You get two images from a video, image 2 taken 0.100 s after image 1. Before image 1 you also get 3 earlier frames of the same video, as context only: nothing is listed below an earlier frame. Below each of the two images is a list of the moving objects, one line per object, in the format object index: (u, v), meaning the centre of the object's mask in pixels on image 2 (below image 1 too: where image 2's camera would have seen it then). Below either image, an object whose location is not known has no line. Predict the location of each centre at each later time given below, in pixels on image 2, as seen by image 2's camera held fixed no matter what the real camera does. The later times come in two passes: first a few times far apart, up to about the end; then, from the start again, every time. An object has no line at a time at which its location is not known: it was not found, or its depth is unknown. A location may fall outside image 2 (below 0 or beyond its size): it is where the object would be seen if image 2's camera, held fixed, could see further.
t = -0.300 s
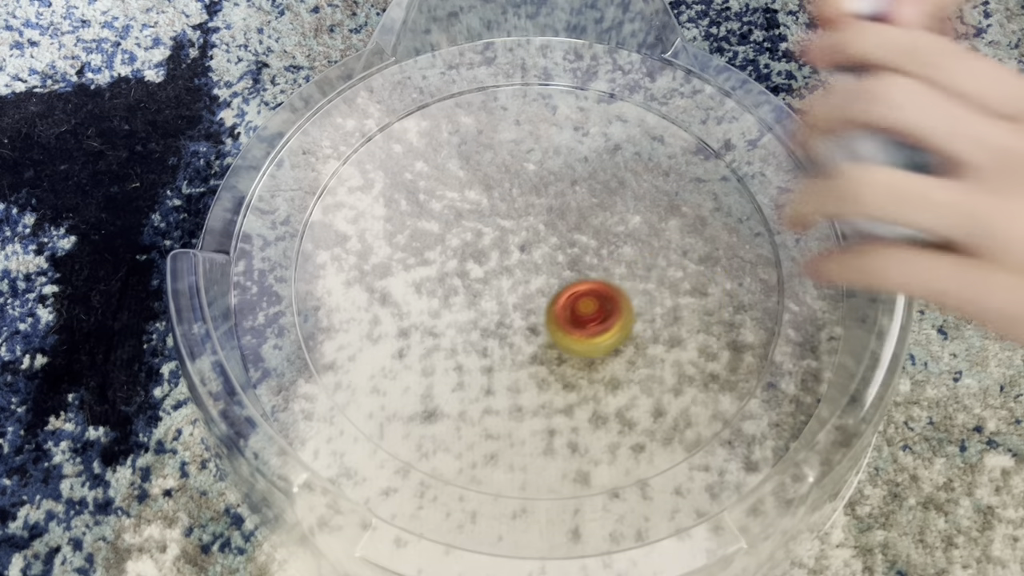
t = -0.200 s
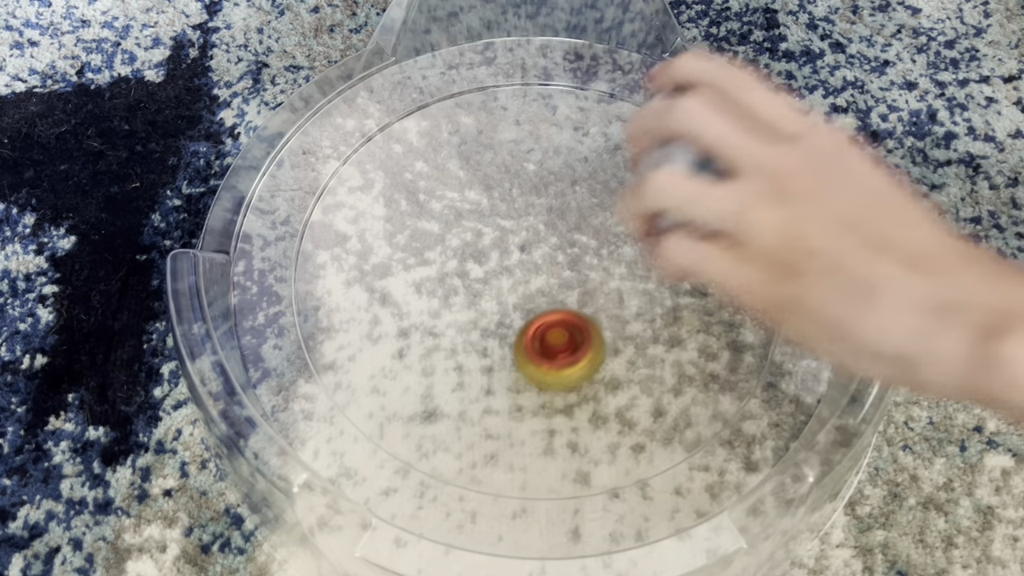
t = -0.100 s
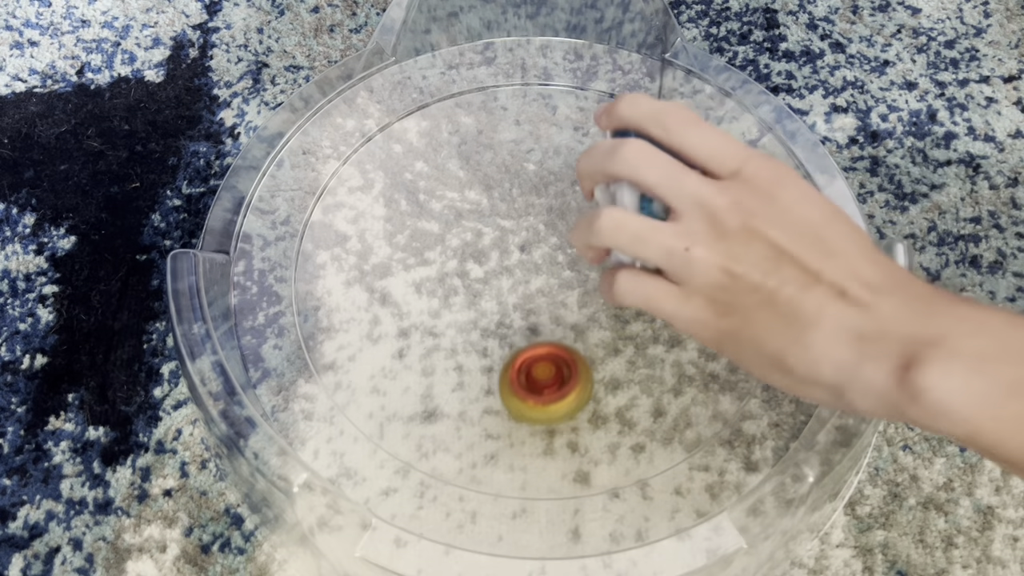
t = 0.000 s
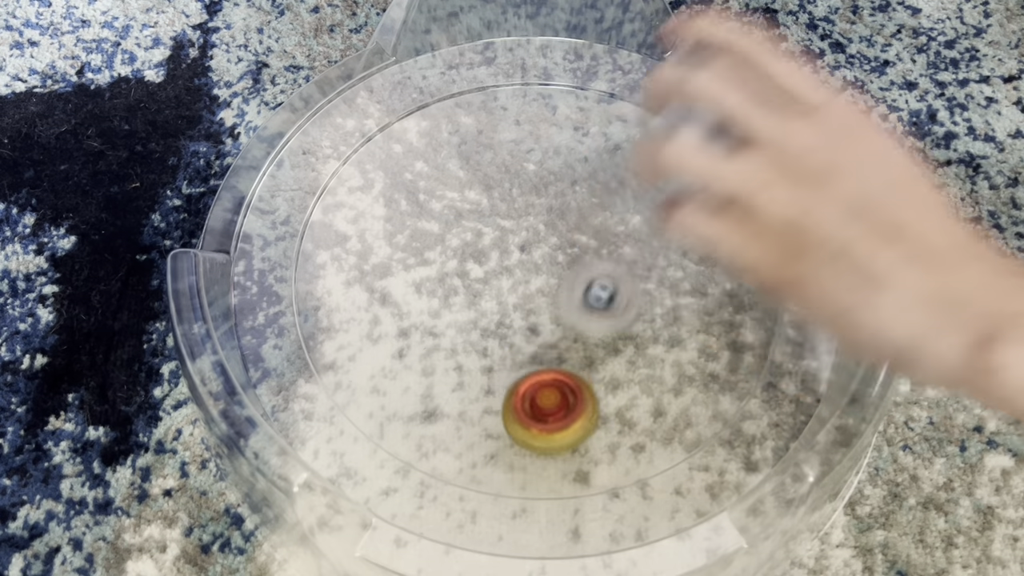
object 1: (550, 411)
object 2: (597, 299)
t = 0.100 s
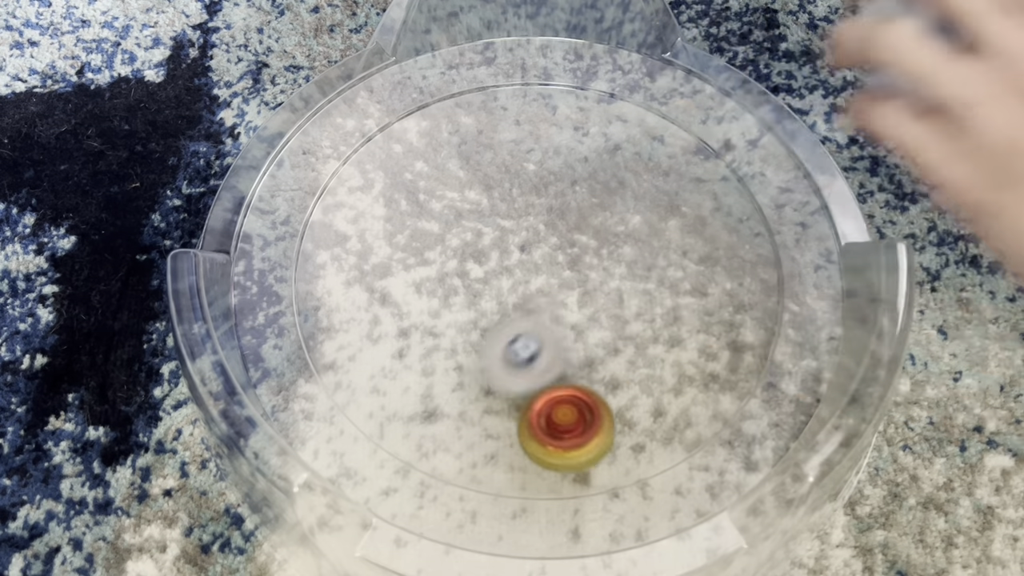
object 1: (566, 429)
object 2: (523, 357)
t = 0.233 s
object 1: (591, 428)
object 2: (396, 359)
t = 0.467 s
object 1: (586, 375)
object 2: (329, 174)
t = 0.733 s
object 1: (484, 327)
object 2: (675, 112)
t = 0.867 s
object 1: (429, 329)
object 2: (782, 293)
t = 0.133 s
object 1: (573, 431)
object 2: (491, 362)
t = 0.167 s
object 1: (579, 431)
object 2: (457, 368)
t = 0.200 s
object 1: (585, 430)
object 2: (425, 367)
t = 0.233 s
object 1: (591, 428)
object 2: (396, 359)
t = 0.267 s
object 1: (595, 423)
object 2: (366, 347)
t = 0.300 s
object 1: (598, 417)
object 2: (346, 325)
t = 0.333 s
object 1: (600, 410)
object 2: (328, 303)
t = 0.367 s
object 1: (599, 402)
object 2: (315, 275)
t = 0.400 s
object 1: (597, 393)
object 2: (311, 241)
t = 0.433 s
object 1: (593, 384)
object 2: (319, 209)
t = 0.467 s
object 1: (586, 375)
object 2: (329, 174)
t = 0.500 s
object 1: (578, 366)
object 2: (354, 143)
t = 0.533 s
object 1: (568, 357)
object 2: (392, 121)
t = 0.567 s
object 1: (556, 350)
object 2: (431, 99)
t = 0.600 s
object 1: (543, 343)
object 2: (479, 84)
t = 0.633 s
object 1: (528, 337)
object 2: (528, 78)
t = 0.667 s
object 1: (514, 333)
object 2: (580, 78)
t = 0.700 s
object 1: (499, 329)
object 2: (629, 88)
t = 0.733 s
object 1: (484, 327)
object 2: (675, 112)
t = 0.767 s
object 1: (469, 326)
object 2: (719, 146)
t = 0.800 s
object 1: (455, 326)
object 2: (752, 187)
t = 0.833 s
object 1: (441, 327)
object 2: (775, 238)
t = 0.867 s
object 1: (429, 329)
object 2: (782, 293)
